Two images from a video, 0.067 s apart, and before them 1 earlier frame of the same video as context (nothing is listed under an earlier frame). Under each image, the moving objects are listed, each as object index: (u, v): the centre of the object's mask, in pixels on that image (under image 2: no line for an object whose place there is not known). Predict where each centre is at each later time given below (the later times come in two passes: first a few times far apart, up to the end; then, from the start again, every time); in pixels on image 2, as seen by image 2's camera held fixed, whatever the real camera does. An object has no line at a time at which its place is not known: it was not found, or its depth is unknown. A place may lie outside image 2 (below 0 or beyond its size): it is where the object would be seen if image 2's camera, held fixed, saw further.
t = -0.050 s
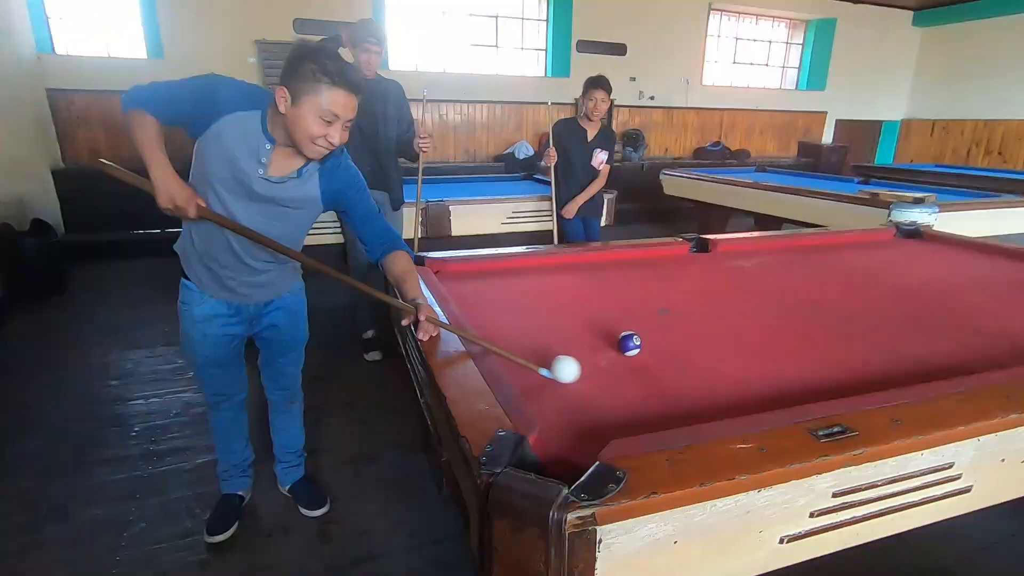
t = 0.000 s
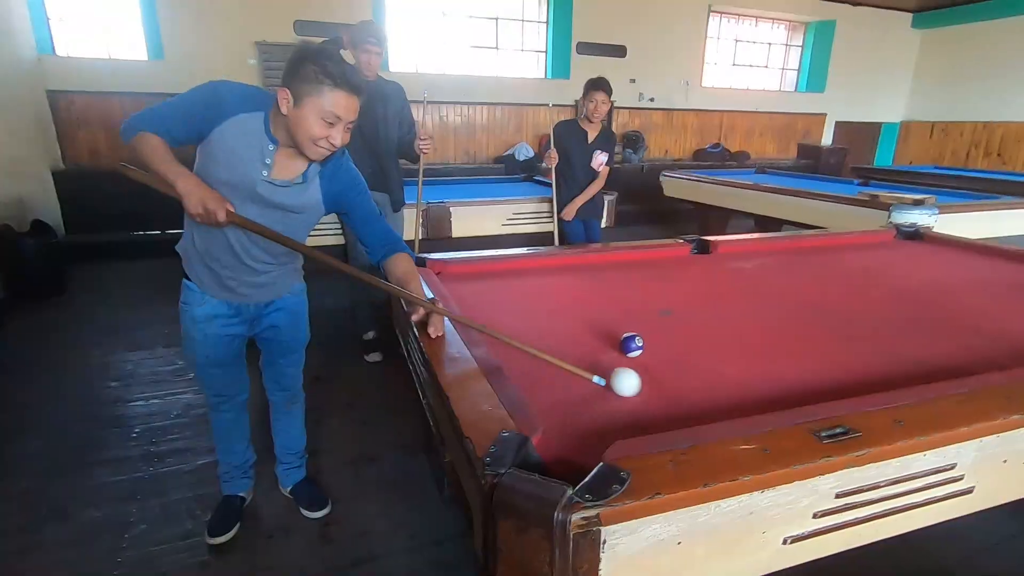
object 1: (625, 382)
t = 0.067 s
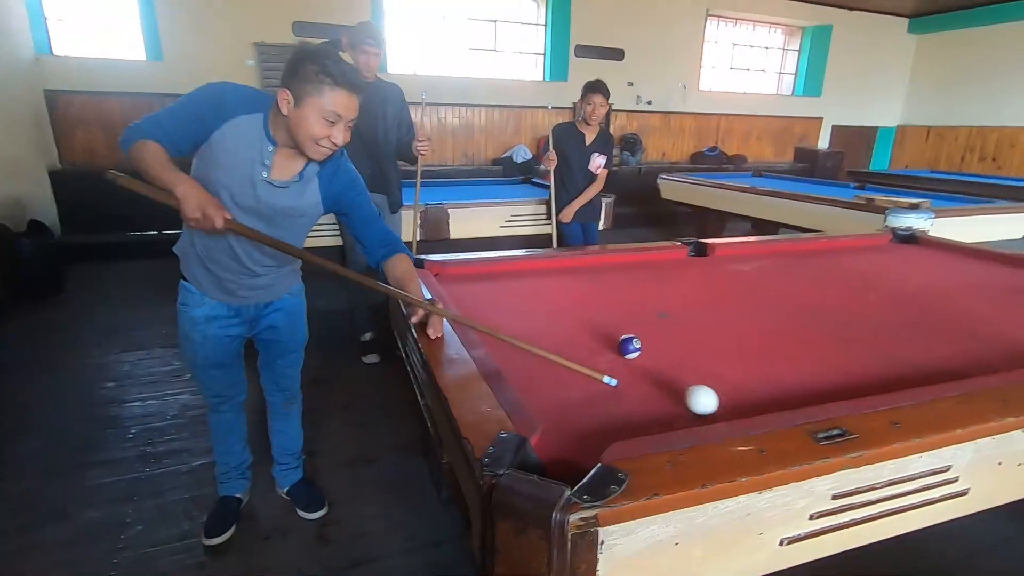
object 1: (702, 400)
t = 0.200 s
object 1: (766, 389)
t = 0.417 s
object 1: (783, 349)
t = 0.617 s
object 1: (796, 323)
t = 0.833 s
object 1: (806, 301)
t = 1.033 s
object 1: (814, 285)
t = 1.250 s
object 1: (822, 271)
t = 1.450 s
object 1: (827, 261)
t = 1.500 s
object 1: (829, 258)
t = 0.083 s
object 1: (722, 403)
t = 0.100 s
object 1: (742, 405)
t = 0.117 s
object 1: (760, 406)
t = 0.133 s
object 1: (761, 403)
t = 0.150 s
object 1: (762, 400)
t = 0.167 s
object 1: (763, 396)
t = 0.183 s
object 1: (764, 392)
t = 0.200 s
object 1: (766, 389)
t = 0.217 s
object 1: (767, 385)
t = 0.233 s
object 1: (768, 382)
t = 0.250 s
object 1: (770, 379)
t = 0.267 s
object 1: (771, 375)
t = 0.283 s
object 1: (773, 372)
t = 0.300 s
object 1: (774, 369)
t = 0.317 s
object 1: (775, 366)
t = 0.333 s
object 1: (777, 363)
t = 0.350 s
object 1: (778, 360)
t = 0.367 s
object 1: (779, 357)
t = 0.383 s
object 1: (781, 355)
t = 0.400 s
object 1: (782, 352)
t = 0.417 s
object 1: (783, 349)
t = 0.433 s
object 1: (784, 347)
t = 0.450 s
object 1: (785, 344)
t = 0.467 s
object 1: (787, 342)
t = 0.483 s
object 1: (788, 340)
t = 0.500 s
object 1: (789, 337)
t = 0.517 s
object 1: (790, 335)
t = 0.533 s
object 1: (791, 333)
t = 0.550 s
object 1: (792, 331)
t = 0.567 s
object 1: (793, 329)
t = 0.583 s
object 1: (794, 327)
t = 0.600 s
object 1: (795, 325)
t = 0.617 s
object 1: (796, 323)
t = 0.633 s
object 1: (797, 321)
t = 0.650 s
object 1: (797, 319)
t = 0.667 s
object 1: (798, 317)
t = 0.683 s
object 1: (799, 315)
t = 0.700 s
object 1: (800, 313)
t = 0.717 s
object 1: (801, 312)
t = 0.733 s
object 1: (802, 310)
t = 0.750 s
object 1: (802, 308)
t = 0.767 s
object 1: (803, 307)
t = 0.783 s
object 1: (804, 305)
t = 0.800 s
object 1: (805, 304)
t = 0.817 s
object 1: (806, 302)
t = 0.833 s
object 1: (806, 301)
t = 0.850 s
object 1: (807, 299)
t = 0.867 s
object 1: (808, 298)
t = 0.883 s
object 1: (808, 296)
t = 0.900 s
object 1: (809, 295)
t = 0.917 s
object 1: (810, 294)
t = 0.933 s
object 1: (811, 293)
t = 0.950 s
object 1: (811, 291)
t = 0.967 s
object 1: (812, 290)
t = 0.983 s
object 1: (812, 289)
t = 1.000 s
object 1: (813, 287)
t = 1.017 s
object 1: (814, 286)
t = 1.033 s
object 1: (814, 285)
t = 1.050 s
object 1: (815, 284)
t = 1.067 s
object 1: (816, 283)
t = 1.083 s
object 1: (816, 281)
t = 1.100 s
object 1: (817, 280)
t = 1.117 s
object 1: (817, 279)
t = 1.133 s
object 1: (818, 278)
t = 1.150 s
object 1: (818, 277)
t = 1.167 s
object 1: (819, 276)
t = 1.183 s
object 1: (820, 275)
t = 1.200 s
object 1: (820, 274)
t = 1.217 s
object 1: (821, 273)
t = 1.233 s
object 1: (821, 272)
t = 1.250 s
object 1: (822, 271)
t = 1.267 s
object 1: (822, 270)
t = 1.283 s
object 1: (823, 269)
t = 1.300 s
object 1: (823, 268)
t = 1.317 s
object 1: (824, 267)
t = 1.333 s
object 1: (824, 267)
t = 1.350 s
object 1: (825, 266)
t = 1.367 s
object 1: (825, 265)
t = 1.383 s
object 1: (826, 264)
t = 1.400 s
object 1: (826, 263)
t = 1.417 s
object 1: (827, 262)
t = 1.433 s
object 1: (827, 261)
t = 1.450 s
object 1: (827, 261)
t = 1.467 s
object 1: (828, 260)
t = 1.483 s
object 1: (828, 259)
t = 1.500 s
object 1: (829, 258)
